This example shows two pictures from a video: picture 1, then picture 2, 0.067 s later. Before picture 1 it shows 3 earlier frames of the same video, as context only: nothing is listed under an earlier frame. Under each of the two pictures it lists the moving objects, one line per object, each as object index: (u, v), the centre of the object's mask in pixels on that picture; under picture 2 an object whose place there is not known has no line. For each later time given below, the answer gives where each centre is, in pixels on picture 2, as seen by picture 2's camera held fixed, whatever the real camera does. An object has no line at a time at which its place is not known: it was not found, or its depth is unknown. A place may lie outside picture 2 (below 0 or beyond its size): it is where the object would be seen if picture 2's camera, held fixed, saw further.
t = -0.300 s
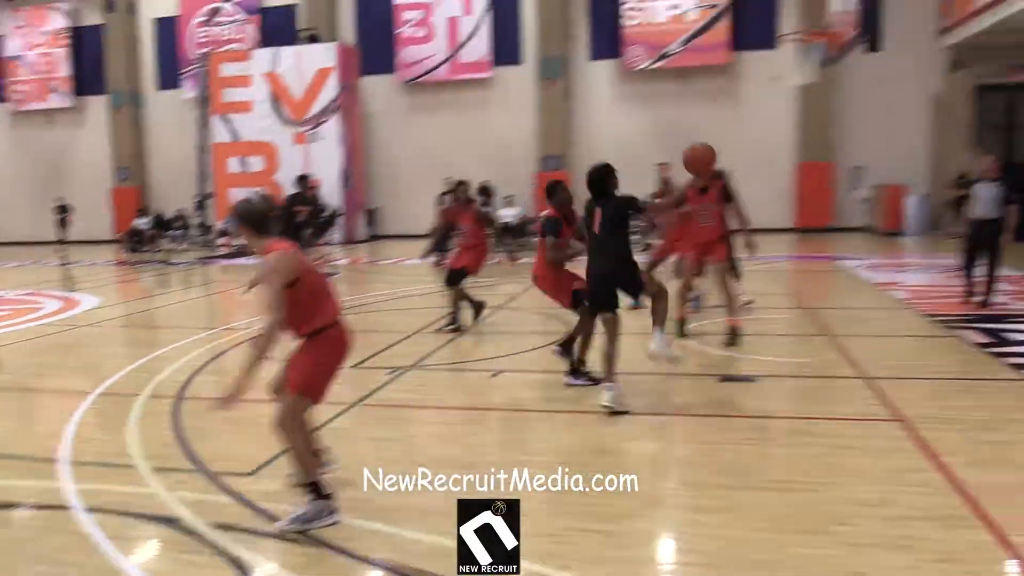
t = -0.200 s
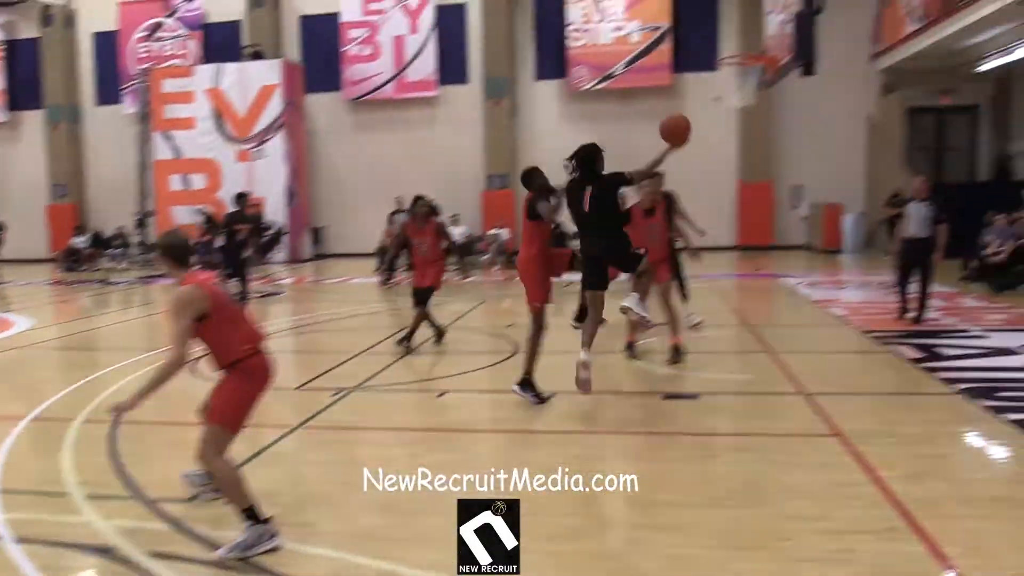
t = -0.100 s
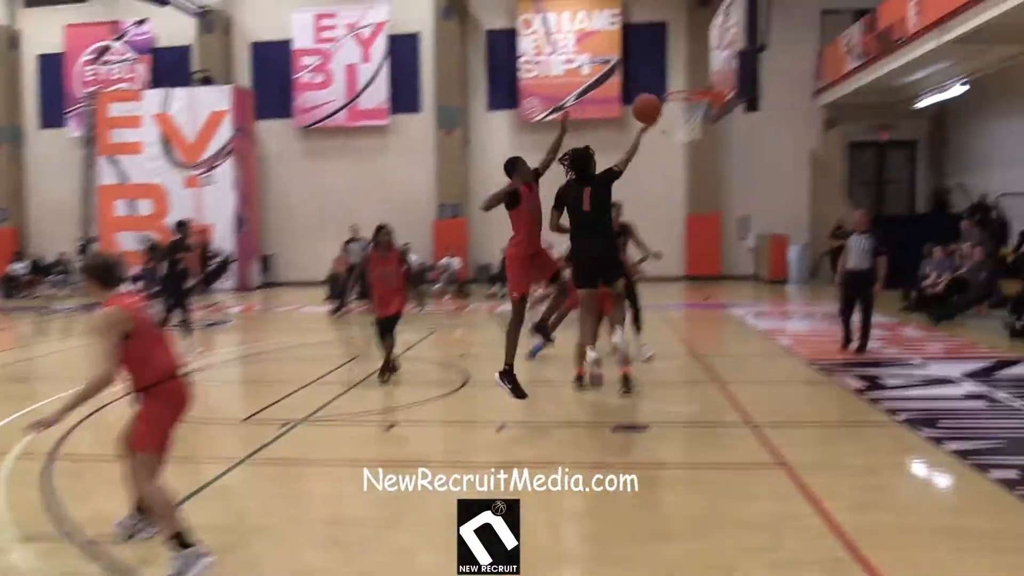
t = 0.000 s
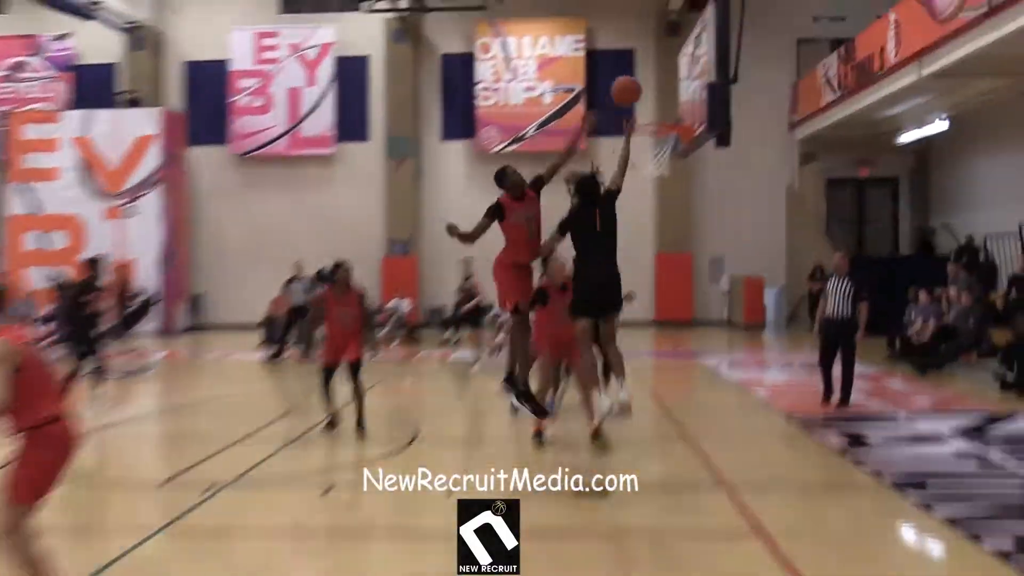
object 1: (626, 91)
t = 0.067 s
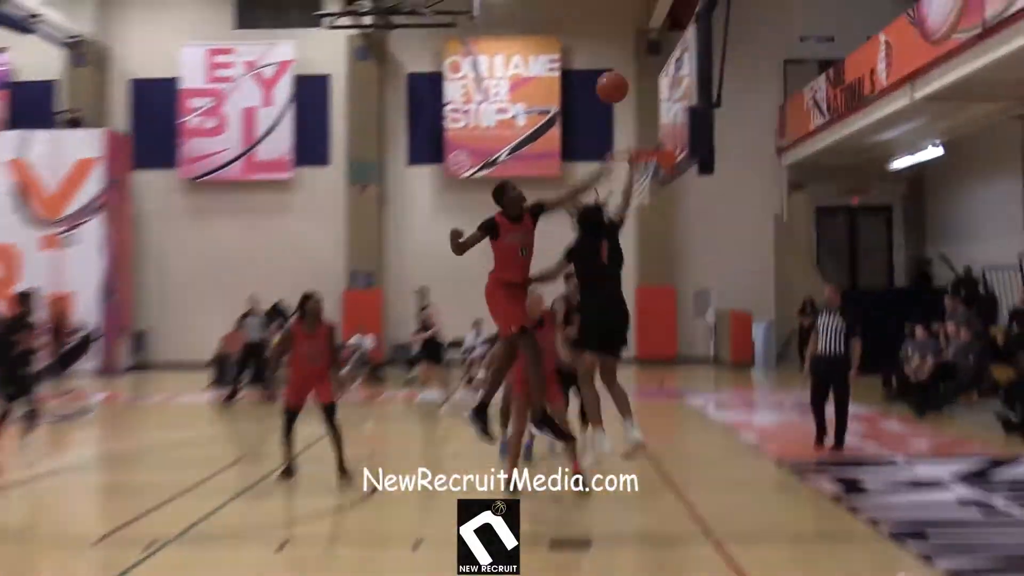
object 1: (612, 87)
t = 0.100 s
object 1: (616, 79)
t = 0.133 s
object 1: (620, 69)
